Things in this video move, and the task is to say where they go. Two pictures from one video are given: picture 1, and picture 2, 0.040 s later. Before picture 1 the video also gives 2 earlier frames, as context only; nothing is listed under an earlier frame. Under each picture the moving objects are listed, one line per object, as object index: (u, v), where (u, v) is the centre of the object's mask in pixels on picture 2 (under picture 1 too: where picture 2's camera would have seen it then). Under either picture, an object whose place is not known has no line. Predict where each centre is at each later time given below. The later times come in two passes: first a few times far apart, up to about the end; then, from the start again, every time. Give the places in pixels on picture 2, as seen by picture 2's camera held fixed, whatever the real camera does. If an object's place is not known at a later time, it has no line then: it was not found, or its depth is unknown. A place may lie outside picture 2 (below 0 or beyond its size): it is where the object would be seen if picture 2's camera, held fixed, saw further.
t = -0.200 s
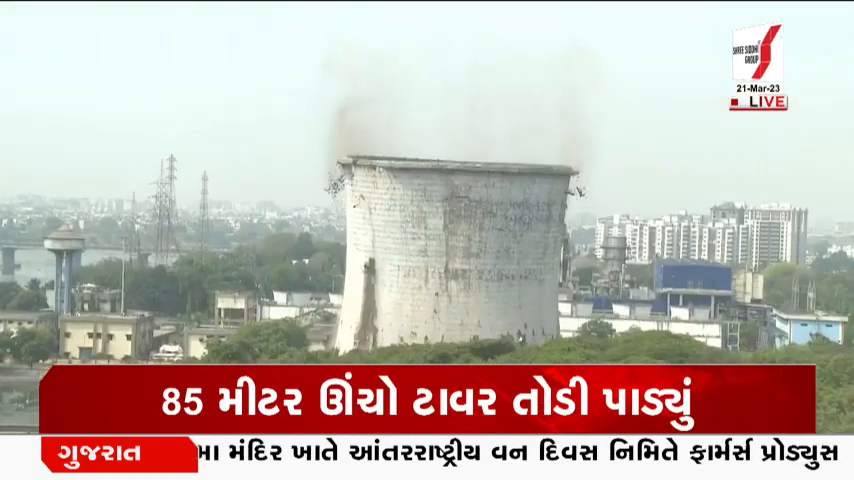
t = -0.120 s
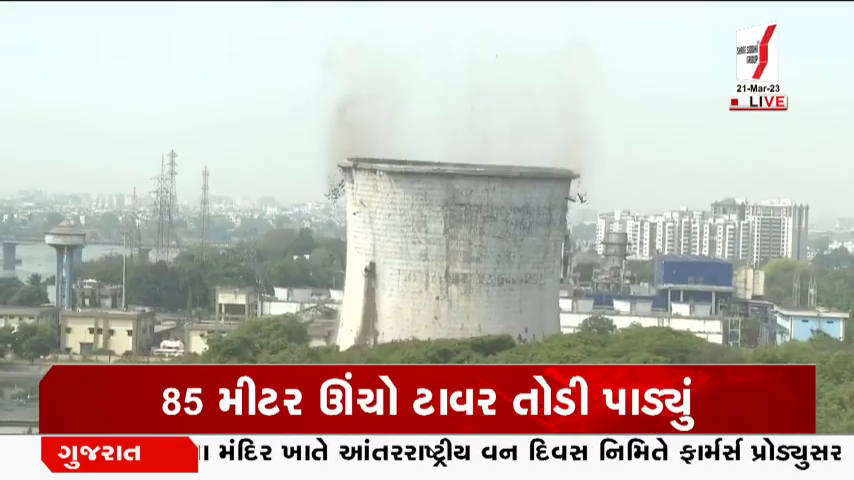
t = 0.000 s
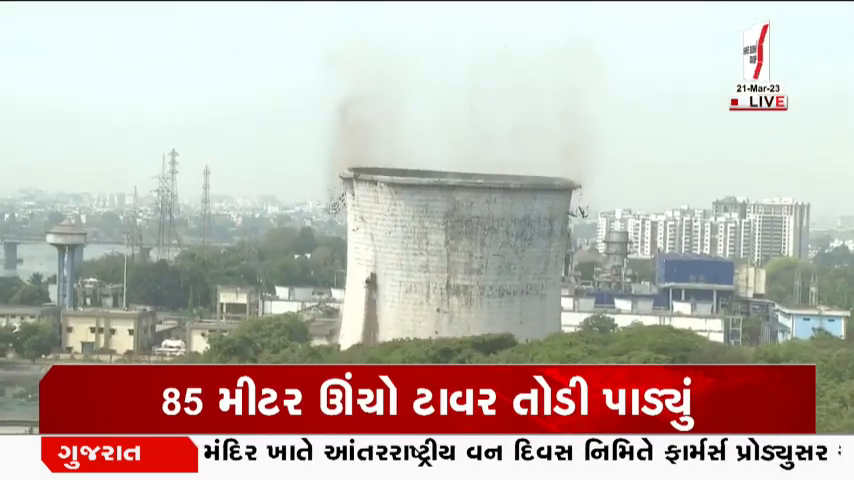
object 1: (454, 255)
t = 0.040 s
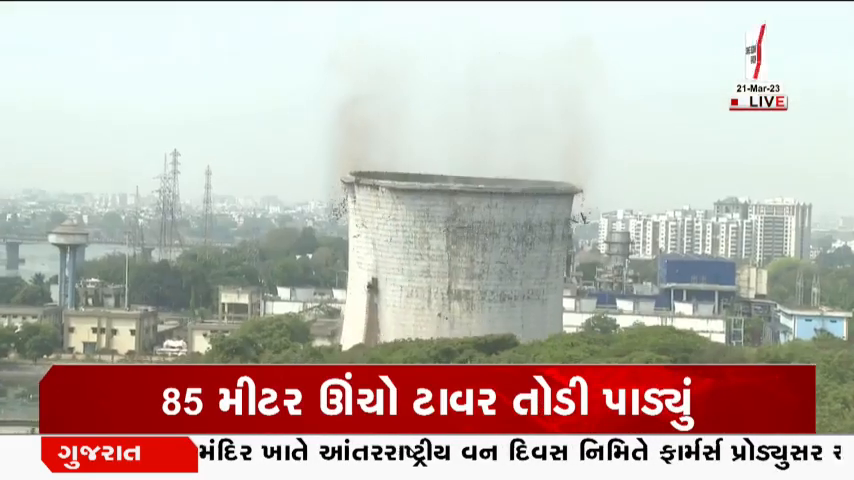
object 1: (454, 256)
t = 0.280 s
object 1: (454, 268)
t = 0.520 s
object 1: (454, 280)
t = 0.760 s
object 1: (452, 291)
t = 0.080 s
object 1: (454, 258)
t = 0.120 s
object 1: (454, 260)
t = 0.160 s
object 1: (454, 262)
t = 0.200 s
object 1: (454, 265)
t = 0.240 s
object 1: (454, 266)
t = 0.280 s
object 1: (454, 268)
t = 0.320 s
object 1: (454, 270)
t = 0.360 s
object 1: (454, 272)
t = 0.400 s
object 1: (454, 274)
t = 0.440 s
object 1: (454, 276)
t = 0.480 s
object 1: (454, 278)
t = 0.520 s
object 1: (454, 280)
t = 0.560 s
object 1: (453, 282)
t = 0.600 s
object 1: (454, 283)
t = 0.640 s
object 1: (454, 285)
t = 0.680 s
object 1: (454, 287)
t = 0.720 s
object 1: (453, 289)
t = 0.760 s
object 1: (452, 291)
